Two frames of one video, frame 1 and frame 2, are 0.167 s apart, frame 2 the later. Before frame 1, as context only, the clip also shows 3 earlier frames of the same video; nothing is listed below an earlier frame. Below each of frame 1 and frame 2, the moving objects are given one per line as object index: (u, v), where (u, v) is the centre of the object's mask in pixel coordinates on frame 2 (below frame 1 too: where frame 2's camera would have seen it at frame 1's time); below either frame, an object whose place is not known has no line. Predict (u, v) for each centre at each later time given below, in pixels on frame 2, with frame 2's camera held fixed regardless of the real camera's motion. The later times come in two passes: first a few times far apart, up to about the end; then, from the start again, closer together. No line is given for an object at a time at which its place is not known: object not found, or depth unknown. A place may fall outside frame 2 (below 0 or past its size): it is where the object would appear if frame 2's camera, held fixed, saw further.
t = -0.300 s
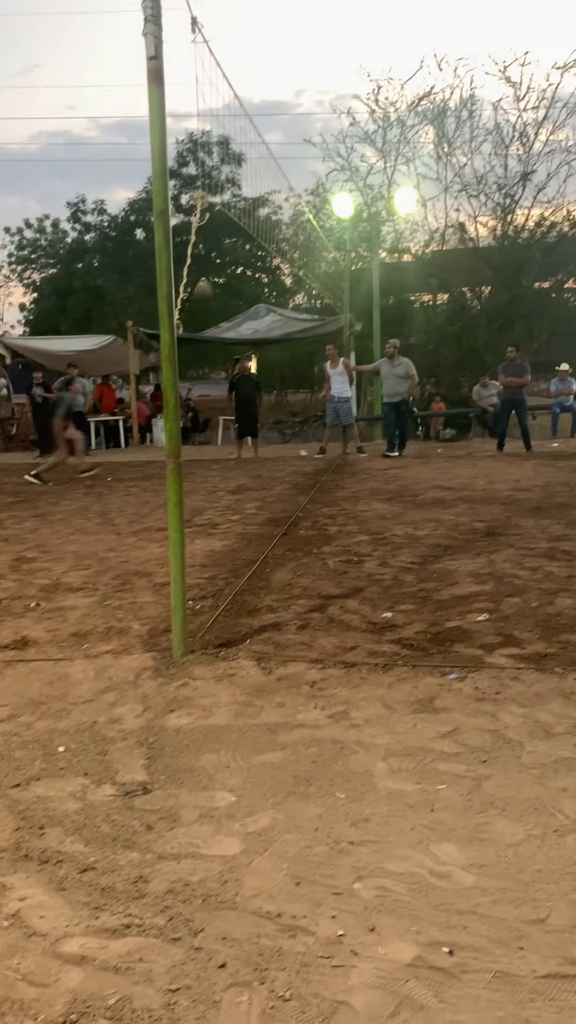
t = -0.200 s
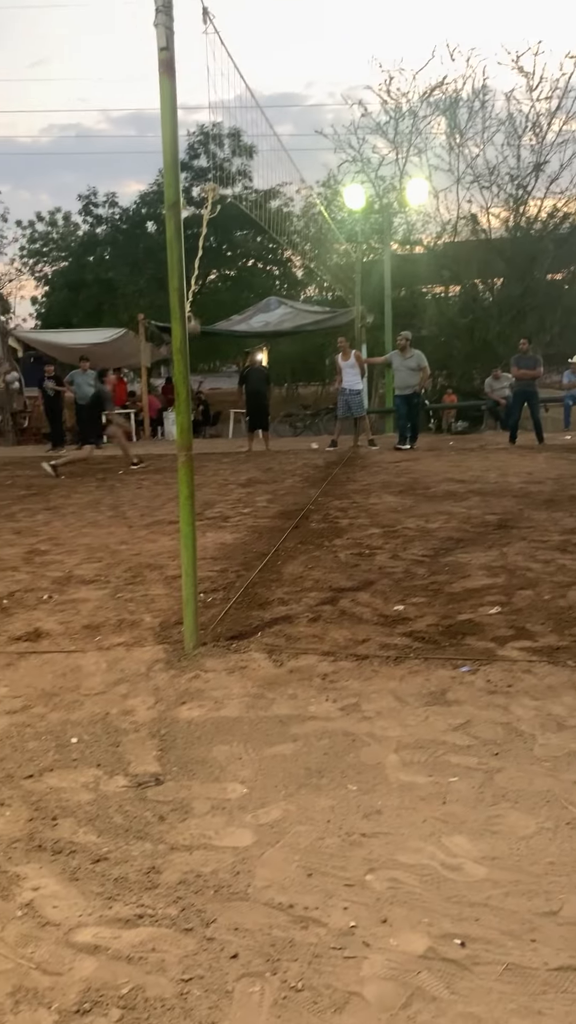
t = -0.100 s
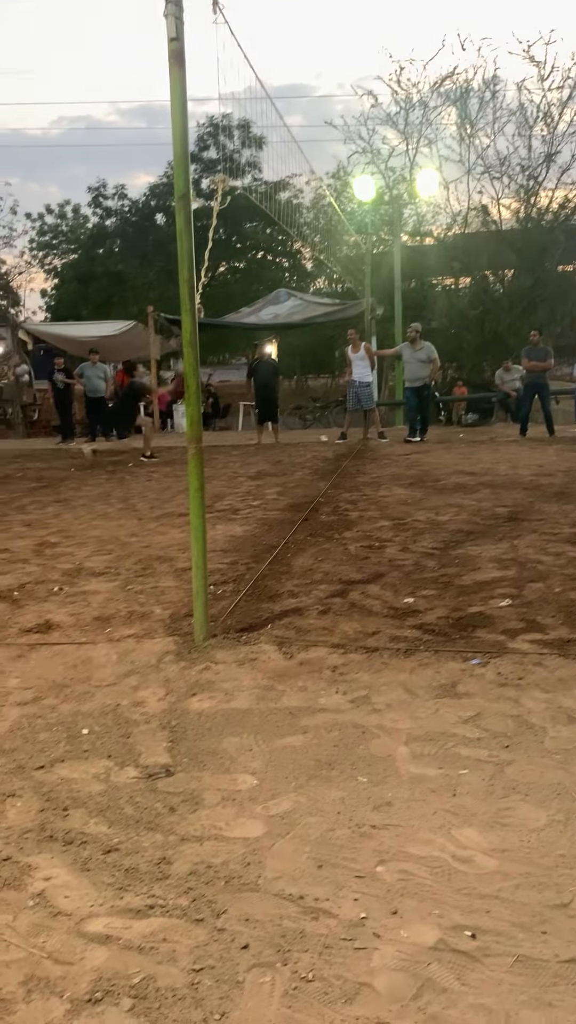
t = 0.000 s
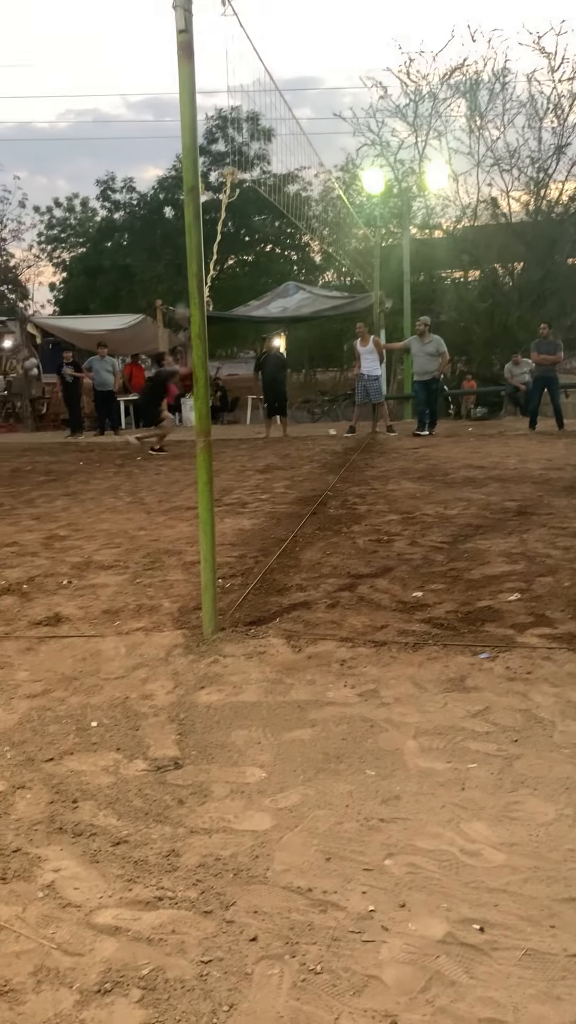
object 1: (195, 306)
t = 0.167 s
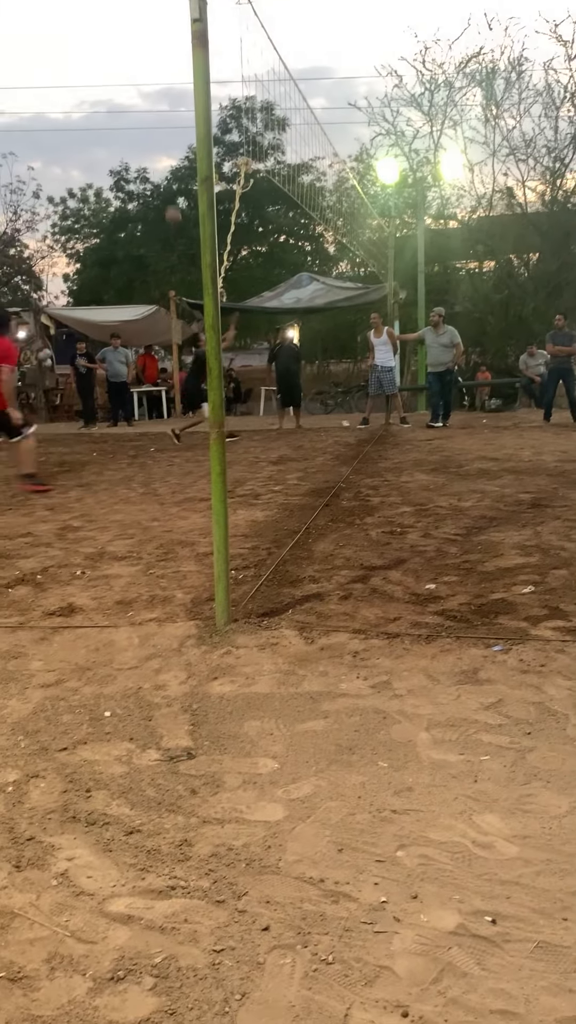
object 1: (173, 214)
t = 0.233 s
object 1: (164, 184)
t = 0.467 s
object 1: (139, 107)
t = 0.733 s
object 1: (111, 70)
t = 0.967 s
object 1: (91, 88)
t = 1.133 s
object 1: (80, 130)
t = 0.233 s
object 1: (164, 184)
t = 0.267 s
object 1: (161, 172)
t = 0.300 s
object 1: (157, 159)
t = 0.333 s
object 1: (154, 147)
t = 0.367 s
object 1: (150, 135)
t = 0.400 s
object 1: (147, 125)
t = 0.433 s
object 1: (143, 115)
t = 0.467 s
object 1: (139, 107)
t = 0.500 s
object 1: (136, 99)
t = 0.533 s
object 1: (132, 92)
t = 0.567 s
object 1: (129, 86)
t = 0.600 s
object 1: (125, 81)
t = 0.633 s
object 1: (122, 77)
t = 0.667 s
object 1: (118, 74)
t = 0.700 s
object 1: (115, 71)
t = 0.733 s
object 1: (111, 70)
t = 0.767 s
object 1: (108, 69)
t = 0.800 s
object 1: (106, 70)
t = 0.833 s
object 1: (103, 71)
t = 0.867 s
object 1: (99, 74)
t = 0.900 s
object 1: (97, 77)
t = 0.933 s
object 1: (94, 82)
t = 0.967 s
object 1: (91, 88)
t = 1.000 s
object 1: (89, 94)
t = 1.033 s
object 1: (86, 102)
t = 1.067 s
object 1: (84, 110)
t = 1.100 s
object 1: (82, 119)
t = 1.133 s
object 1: (80, 130)
